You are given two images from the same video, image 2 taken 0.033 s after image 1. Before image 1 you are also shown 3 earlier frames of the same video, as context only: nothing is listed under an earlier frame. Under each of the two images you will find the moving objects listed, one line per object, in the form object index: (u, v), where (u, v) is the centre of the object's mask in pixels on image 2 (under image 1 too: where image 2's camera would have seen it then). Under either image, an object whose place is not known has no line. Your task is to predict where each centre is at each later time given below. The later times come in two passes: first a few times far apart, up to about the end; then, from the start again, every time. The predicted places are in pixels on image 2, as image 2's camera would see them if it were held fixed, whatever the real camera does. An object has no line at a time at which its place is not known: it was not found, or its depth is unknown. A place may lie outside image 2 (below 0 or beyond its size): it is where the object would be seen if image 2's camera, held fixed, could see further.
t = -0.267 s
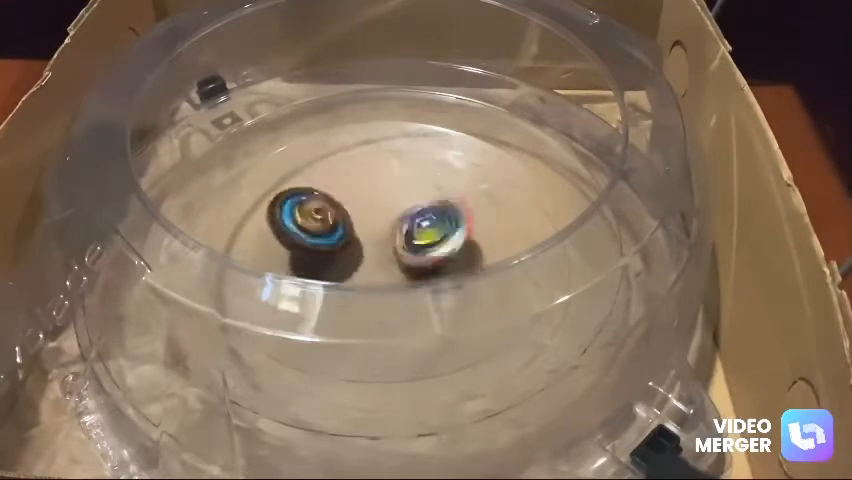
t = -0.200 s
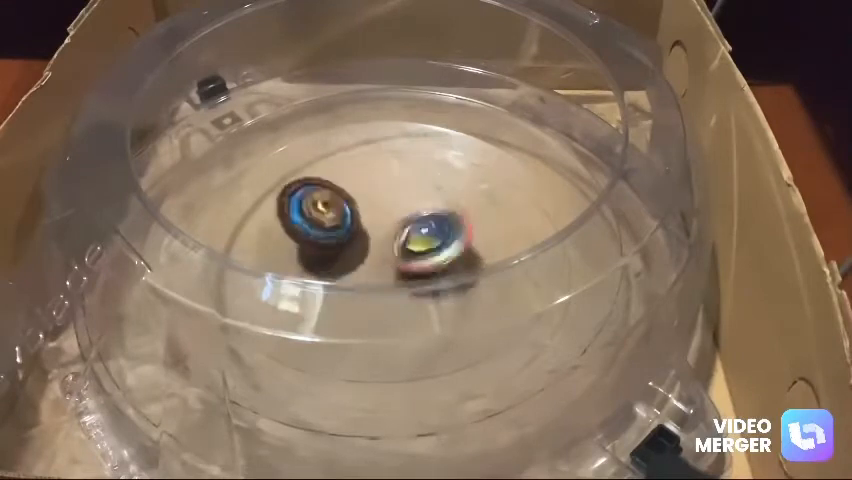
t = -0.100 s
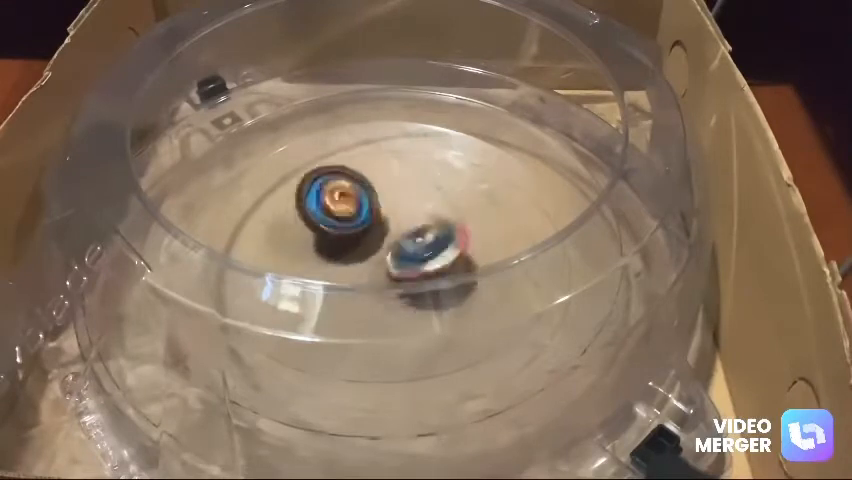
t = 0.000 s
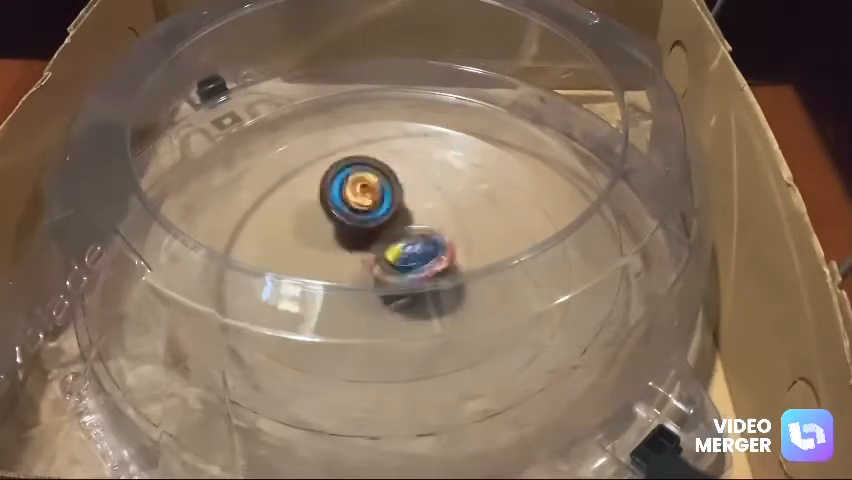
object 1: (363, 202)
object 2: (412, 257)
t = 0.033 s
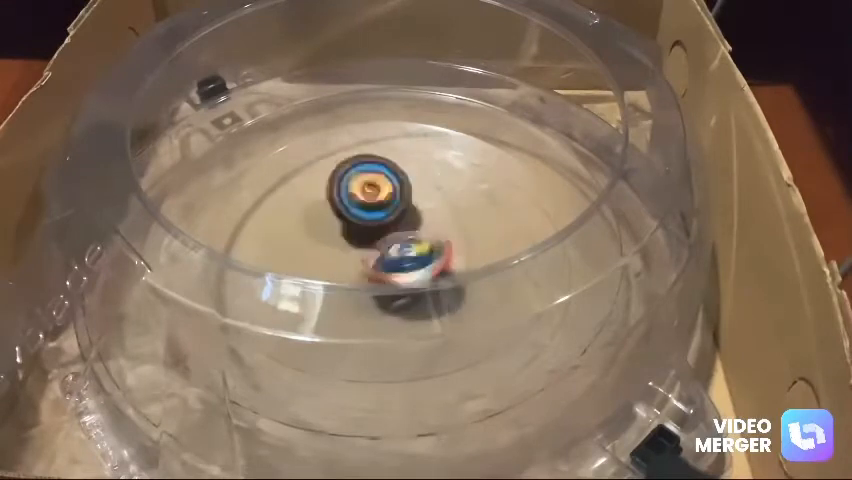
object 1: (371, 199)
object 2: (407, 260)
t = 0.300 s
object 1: (429, 200)
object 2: (366, 263)
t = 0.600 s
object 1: (446, 239)
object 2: (344, 236)
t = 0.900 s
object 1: (392, 265)
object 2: (367, 210)
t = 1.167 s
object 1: (335, 254)
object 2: (404, 210)
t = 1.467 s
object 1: (342, 220)
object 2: (423, 235)
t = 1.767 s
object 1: (379, 194)
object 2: (412, 259)
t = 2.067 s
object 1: (428, 208)
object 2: (366, 267)
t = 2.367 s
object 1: (441, 242)
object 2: (343, 229)
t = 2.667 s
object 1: (395, 262)
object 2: (358, 213)
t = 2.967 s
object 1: (353, 259)
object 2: (398, 210)
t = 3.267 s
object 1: (336, 244)
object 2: (418, 227)
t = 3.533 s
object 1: (354, 232)
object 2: (428, 225)
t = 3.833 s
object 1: (351, 233)
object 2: (428, 227)
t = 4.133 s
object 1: (356, 246)
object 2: (430, 226)
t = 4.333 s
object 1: (341, 251)
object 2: (431, 226)
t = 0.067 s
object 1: (379, 197)
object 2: (403, 259)
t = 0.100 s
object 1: (389, 196)
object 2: (399, 262)
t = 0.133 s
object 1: (397, 197)
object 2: (394, 267)
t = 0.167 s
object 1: (406, 196)
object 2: (390, 267)
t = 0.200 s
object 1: (414, 199)
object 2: (383, 268)
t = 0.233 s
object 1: (421, 201)
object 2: (378, 268)
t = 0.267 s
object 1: (424, 198)
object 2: (371, 263)
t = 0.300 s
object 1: (429, 200)
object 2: (366, 263)
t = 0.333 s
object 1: (435, 204)
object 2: (361, 260)
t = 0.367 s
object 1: (440, 207)
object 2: (358, 258)
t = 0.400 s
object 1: (444, 212)
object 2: (354, 256)
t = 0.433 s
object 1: (447, 216)
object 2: (351, 252)
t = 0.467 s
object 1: (450, 221)
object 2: (348, 252)
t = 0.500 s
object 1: (450, 226)
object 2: (348, 250)
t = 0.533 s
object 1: (448, 230)
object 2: (346, 248)
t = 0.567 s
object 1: (448, 234)
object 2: (343, 238)
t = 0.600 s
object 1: (446, 239)
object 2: (344, 236)
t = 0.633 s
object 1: (444, 244)
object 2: (344, 232)
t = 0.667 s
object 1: (440, 247)
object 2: (346, 229)
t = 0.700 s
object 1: (436, 251)
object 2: (346, 225)
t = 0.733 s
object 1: (431, 255)
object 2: (349, 223)
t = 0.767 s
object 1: (422, 258)
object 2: (352, 219)
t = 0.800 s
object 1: (416, 260)
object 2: (355, 218)
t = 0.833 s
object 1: (408, 262)
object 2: (359, 213)
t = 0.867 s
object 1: (401, 265)
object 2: (362, 212)
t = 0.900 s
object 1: (392, 265)
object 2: (367, 210)
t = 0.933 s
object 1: (383, 265)
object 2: (372, 208)
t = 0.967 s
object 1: (374, 265)
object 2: (376, 207)
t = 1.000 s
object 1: (364, 266)
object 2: (380, 205)
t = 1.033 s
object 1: (358, 263)
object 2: (385, 206)
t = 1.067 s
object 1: (351, 262)
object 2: (391, 205)
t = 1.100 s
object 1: (344, 259)
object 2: (395, 208)
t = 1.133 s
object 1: (339, 256)
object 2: (401, 208)
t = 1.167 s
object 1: (335, 254)
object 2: (404, 210)
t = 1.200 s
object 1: (333, 252)
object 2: (409, 211)
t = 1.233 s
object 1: (332, 249)
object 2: (411, 215)
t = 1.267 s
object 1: (331, 245)
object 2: (414, 215)
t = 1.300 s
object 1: (331, 242)
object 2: (417, 219)
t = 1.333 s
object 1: (332, 239)
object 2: (420, 221)
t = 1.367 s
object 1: (333, 235)
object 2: (423, 224)
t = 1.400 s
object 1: (336, 230)
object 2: (421, 228)
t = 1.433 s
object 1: (338, 224)
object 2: (424, 231)
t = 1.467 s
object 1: (342, 220)
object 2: (423, 235)
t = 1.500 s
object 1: (343, 212)
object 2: (428, 239)
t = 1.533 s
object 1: (345, 207)
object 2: (430, 244)
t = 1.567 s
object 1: (349, 203)
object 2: (430, 246)
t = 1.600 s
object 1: (354, 198)
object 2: (429, 248)
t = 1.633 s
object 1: (359, 196)
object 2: (428, 252)
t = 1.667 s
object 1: (363, 195)
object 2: (426, 255)
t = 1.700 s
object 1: (369, 195)
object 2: (422, 254)
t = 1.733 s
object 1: (374, 195)
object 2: (415, 257)
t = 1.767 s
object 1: (379, 194)
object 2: (412, 259)
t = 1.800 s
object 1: (385, 197)
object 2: (410, 258)
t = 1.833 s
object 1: (393, 197)
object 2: (404, 258)
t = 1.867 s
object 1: (402, 200)
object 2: (400, 263)
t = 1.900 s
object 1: (407, 201)
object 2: (394, 268)
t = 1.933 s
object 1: (407, 200)
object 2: (391, 268)
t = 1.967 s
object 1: (413, 202)
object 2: (387, 268)
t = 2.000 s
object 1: (419, 204)
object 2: (374, 263)
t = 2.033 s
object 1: (424, 206)
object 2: (370, 268)
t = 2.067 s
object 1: (428, 208)
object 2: (366, 267)
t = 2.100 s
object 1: (430, 211)
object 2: (367, 265)
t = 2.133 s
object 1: (433, 215)
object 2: (366, 263)
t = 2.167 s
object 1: (435, 218)
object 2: (364, 256)
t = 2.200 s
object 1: (440, 222)
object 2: (359, 252)
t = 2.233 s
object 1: (442, 226)
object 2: (352, 250)
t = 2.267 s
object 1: (443, 229)
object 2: (344, 240)
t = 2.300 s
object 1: (443, 234)
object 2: (342, 234)
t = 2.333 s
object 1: (442, 237)
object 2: (342, 231)
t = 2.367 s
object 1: (441, 242)
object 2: (343, 229)
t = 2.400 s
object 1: (438, 245)
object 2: (344, 228)
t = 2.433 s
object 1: (433, 248)
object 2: (345, 228)
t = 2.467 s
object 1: (428, 252)
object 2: (345, 226)
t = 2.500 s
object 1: (421, 254)
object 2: (346, 226)
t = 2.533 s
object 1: (417, 255)
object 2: (345, 225)
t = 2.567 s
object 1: (411, 257)
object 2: (344, 222)
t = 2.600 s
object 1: (406, 260)
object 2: (350, 218)
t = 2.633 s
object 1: (399, 262)
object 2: (353, 219)
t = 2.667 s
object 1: (395, 262)
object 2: (358, 213)
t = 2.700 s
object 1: (388, 265)
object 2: (368, 215)
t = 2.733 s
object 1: (383, 265)
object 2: (373, 213)
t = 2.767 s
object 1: (378, 265)
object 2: (381, 213)
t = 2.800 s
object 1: (371, 265)
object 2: (384, 213)
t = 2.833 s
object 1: (365, 265)
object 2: (388, 211)
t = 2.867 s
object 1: (361, 265)
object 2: (393, 209)
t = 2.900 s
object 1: (357, 263)
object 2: (398, 210)
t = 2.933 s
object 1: (355, 262)
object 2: (396, 209)
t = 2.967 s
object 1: (353, 259)
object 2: (398, 210)
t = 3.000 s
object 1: (351, 257)
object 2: (397, 210)
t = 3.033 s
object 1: (348, 257)
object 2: (402, 209)
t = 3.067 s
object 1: (347, 254)
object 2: (404, 211)
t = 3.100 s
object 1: (345, 254)
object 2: (407, 212)
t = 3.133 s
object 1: (339, 253)
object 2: (414, 215)
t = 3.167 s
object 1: (336, 251)
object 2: (416, 219)
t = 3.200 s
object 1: (335, 249)
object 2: (417, 222)
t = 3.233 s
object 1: (334, 247)
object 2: (418, 224)
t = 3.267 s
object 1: (336, 244)
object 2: (418, 227)
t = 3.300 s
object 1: (337, 243)
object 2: (418, 227)
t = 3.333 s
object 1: (336, 241)
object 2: (421, 225)
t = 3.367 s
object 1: (337, 240)
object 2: (420, 224)
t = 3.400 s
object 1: (341, 237)
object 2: (420, 223)
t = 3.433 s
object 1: (344, 236)
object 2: (421, 223)
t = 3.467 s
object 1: (348, 236)
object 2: (423, 223)
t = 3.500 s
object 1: (352, 233)
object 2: (427, 224)
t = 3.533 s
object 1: (354, 232)
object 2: (428, 225)
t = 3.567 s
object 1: (354, 232)
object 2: (430, 226)
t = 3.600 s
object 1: (354, 231)
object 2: (431, 227)
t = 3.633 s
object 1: (355, 231)
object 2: (429, 227)
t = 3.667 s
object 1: (354, 231)
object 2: (429, 227)
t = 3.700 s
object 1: (353, 232)
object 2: (429, 227)
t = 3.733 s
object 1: (352, 229)
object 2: (428, 227)
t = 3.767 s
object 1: (354, 234)
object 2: (428, 227)
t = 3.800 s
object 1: (350, 231)
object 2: (428, 227)
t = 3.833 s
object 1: (351, 233)
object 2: (428, 227)
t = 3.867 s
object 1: (356, 239)
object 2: (430, 226)
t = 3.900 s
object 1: (354, 237)
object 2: (430, 226)
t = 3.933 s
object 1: (355, 239)
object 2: (430, 226)
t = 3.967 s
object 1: (355, 240)
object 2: (430, 226)
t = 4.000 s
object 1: (355, 242)
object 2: (430, 226)
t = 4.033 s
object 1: (355, 244)
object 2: (430, 226)
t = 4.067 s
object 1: (356, 244)
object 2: (430, 226)
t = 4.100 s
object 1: (356, 246)
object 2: (430, 226)
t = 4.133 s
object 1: (356, 246)
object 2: (430, 226)
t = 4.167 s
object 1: (355, 246)
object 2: (430, 226)
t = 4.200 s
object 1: (355, 248)
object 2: (430, 226)
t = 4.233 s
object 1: (354, 248)
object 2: (429, 226)
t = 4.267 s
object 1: (348, 248)
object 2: (428, 226)
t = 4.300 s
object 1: (345, 248)
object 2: (429, 226)
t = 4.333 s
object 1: (341, 251)
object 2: (431, 226)
